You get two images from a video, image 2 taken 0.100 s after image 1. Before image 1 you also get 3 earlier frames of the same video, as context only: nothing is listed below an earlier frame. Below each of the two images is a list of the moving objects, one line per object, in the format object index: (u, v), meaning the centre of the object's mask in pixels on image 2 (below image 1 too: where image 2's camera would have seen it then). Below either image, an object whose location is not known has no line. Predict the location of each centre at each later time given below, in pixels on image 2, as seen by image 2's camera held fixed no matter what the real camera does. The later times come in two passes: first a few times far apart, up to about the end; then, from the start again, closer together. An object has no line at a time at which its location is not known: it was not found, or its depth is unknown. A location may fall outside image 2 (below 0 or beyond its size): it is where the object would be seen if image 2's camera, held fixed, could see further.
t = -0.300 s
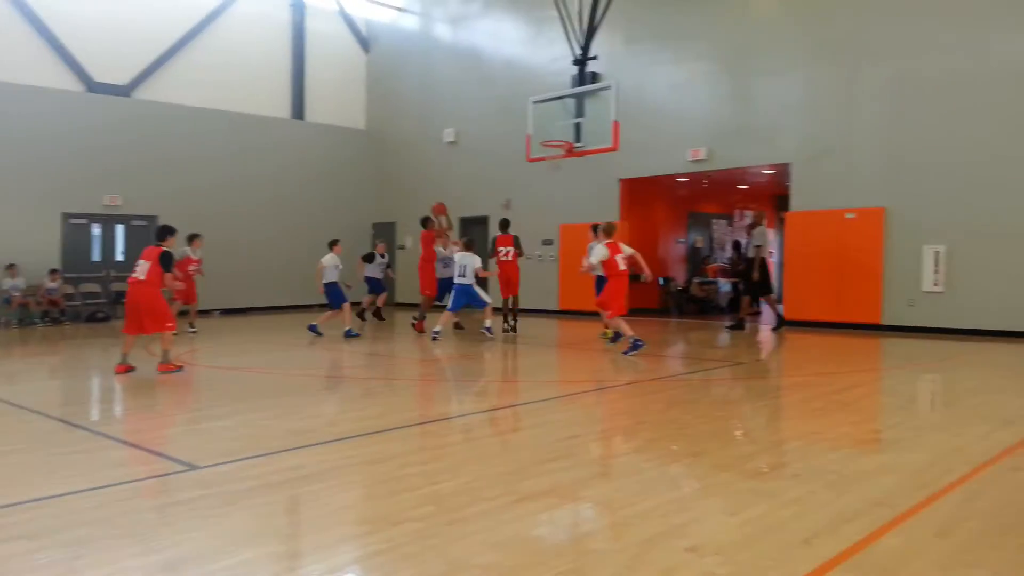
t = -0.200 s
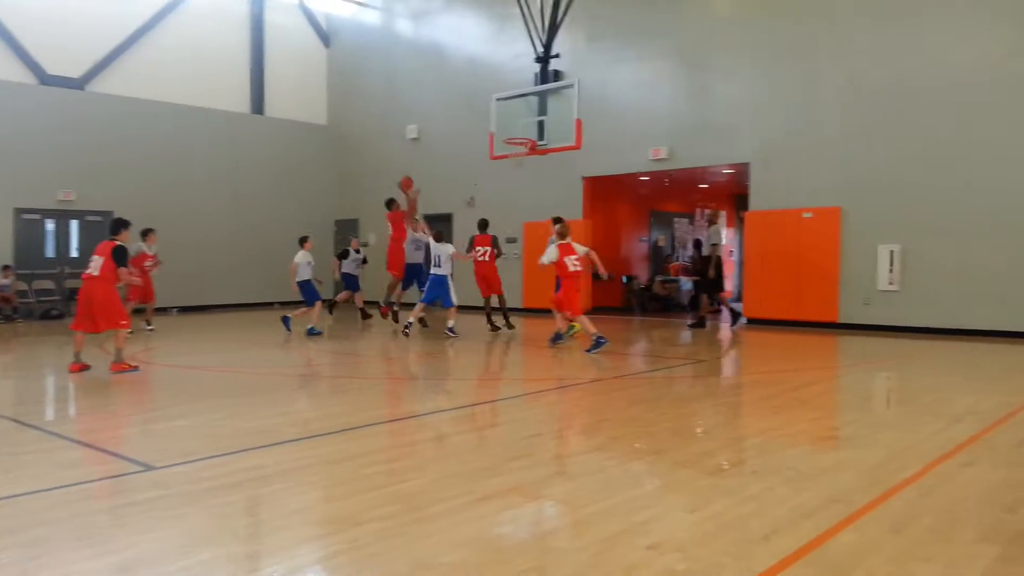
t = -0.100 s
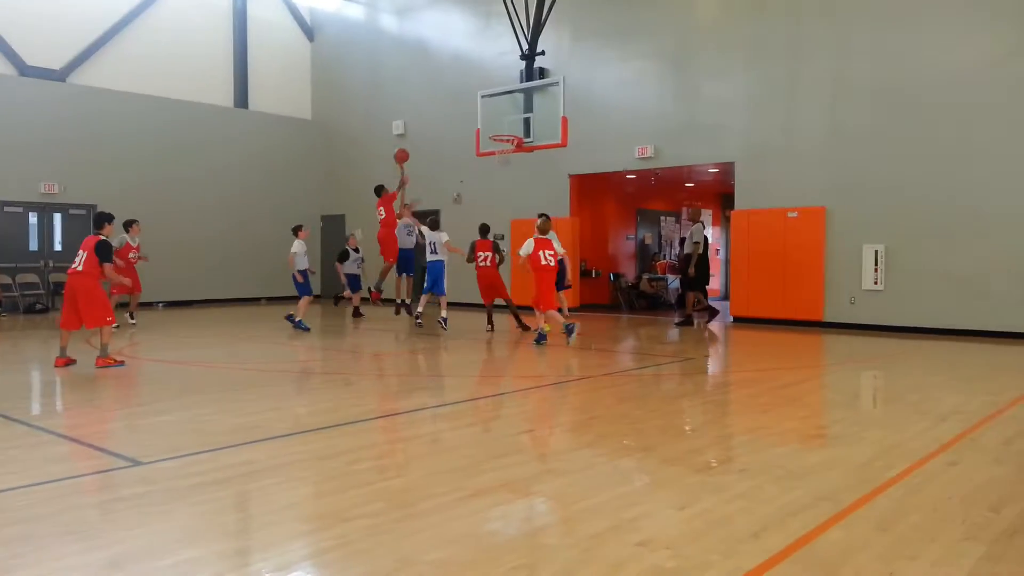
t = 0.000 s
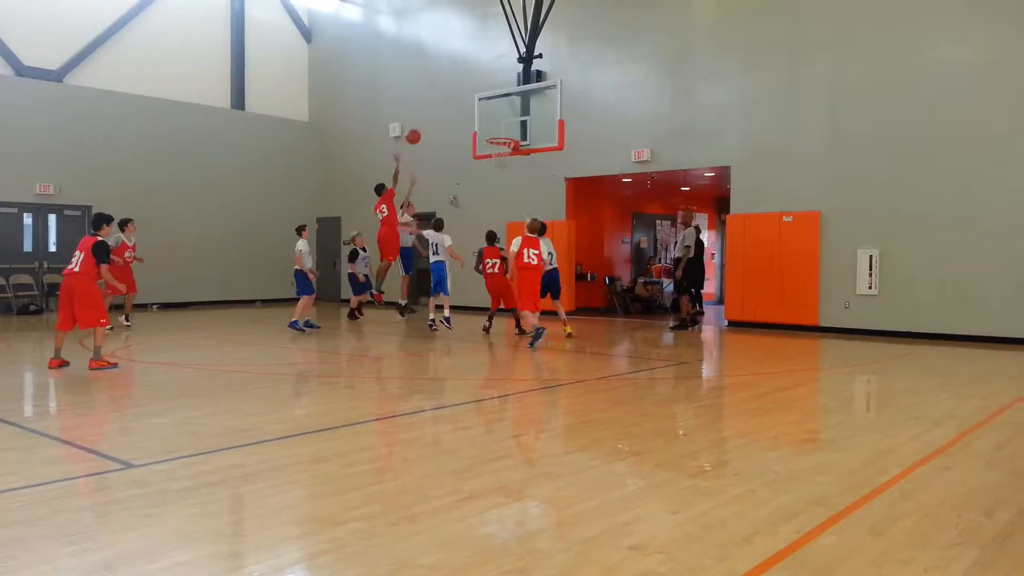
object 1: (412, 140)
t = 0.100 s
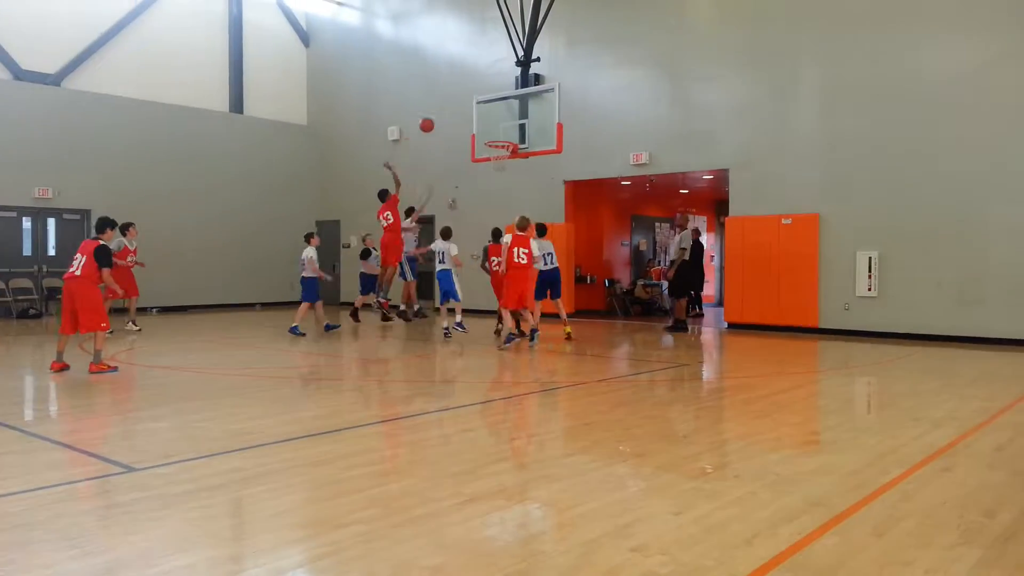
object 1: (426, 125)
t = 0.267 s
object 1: (451, 114)
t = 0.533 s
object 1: (489, 133)
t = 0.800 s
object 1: (505, 136)
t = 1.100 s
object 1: (496, 134)
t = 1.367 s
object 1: (495, 144)
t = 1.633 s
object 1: (502, 159)
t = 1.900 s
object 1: (499, 171)
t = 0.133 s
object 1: (432, 121)
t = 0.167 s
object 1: (436, 118)
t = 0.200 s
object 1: (441, 116)
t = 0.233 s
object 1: (446, 115)
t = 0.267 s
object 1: (451, 114)
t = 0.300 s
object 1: (456, 114)
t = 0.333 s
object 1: (461, 115)
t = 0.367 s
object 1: (465, 116)
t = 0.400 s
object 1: (470, 118)
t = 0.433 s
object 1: (474, 121)
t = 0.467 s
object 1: (479, 124)
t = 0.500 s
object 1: (484, 128)
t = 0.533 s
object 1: (489, 133)
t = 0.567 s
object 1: (492, 134)
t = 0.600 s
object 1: (495, 134)
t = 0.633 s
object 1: (498, 134)
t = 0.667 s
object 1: (501, 134)
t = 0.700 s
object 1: (504, 135)
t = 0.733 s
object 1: (507, 138)
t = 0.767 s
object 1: (507, 137)
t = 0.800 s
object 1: (505, 136)
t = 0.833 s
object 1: (504, 135)
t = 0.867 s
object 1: (504, 135)
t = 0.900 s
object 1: (503, 136)
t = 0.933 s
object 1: (501, 136)
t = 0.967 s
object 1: (501, 137)
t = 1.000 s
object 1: (499, 136)
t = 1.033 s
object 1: (498, 135)
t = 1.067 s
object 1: (497, 134)
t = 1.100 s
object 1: (496, 134)
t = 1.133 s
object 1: (495, 135)
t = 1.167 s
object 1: (495, 136)
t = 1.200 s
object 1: (494, 138)
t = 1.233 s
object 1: (493, 139)
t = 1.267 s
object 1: (494, 139)
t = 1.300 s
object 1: (494, 140)
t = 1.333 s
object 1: (494, 141)
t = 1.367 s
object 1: (495, 144)
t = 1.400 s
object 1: (496, 147)
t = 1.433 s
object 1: (496, 150)
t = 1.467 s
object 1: (498, 153)
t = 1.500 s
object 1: (500, 154)
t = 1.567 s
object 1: (501, 157)
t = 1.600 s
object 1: (502, 158)
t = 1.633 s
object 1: (502, 159)
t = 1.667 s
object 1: (502, 160)
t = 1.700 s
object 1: (502, 161)
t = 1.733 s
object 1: (503, 163)
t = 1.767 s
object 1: (502, 165)
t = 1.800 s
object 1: (501, 167)
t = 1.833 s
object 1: (500, 168)
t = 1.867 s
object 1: (499, 170)
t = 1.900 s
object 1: (499, 171)
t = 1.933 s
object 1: (498, 173)
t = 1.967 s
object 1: (497, 175)
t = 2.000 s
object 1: (496, 179)
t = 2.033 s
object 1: (496, 183)
